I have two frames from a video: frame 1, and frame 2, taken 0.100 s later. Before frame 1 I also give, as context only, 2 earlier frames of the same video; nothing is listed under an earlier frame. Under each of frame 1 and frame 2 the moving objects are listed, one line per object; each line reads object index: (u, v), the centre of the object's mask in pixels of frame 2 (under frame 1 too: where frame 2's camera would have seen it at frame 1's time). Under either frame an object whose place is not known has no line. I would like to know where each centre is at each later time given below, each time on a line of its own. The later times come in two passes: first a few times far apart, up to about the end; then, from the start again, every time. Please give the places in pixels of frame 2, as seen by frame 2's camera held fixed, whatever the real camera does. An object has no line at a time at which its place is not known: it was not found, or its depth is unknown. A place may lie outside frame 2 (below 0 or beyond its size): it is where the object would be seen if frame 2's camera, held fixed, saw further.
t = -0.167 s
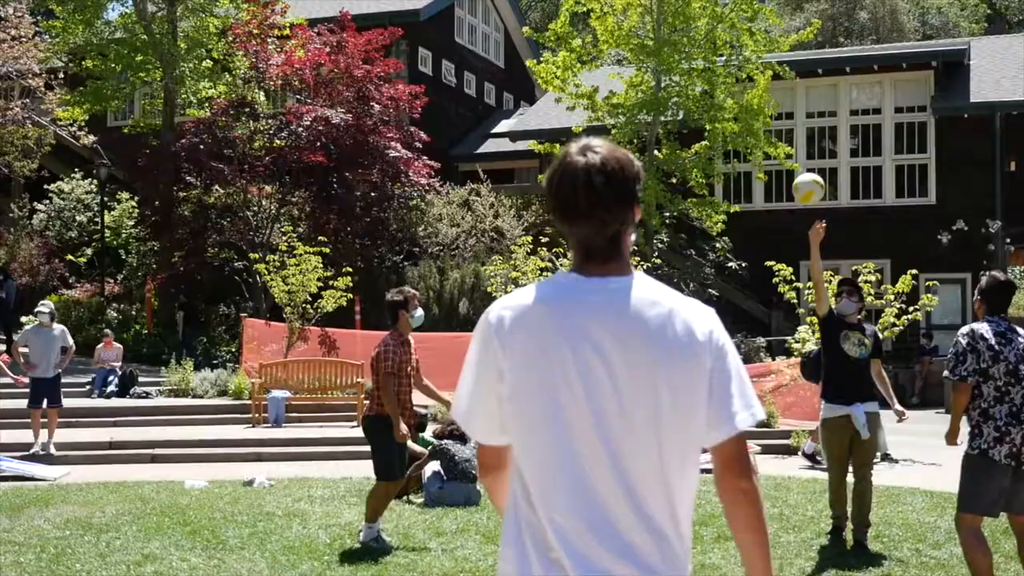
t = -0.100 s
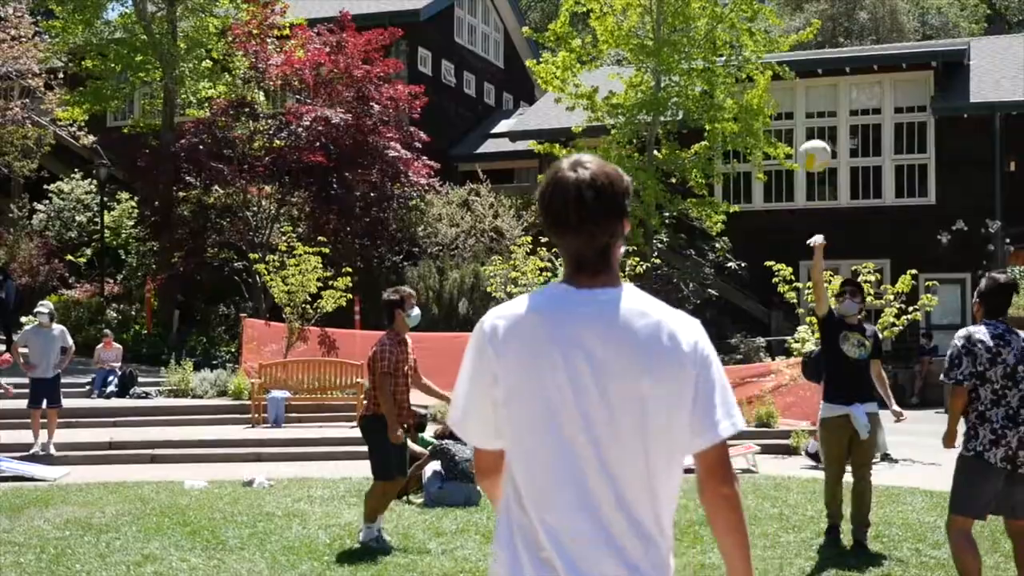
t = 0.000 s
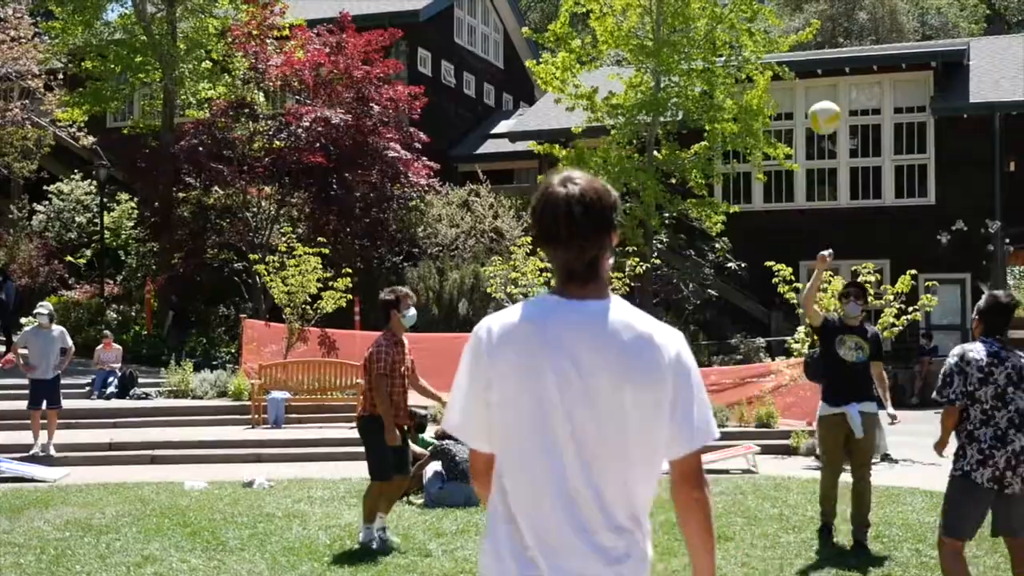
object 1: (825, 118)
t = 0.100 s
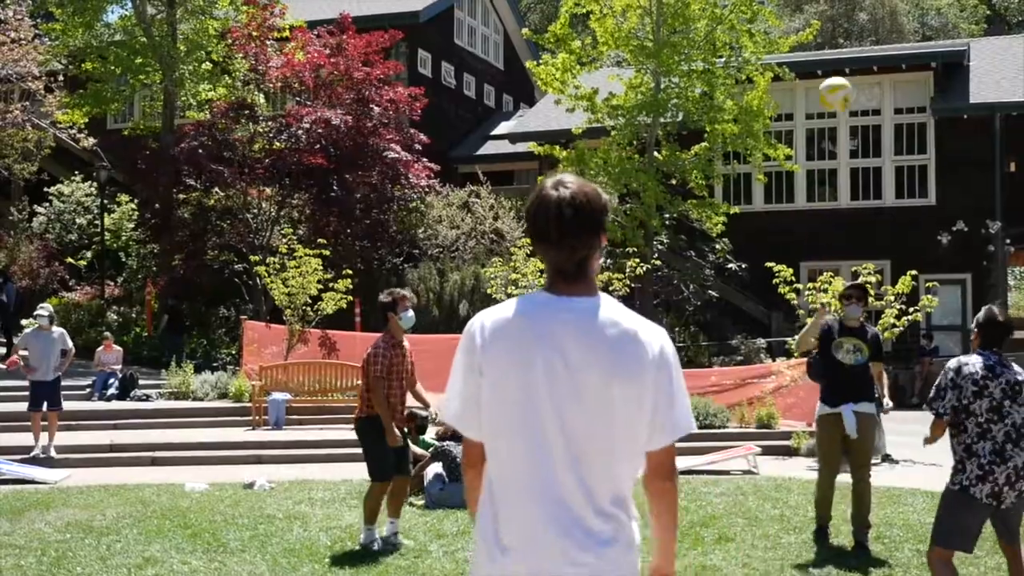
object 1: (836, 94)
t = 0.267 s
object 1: (855, 87)
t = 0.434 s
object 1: (874, 128)
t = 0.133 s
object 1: (839, 89)
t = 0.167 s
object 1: (843, 85)
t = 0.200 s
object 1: (846, 84)
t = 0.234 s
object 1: (851, 85)
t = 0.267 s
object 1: (855, 87)
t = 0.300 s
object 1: (860, 91)
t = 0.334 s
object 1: (863, 97)
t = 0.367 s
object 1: (867, 106)
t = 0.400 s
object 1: (871, 116)
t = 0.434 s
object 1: (874, 128)
